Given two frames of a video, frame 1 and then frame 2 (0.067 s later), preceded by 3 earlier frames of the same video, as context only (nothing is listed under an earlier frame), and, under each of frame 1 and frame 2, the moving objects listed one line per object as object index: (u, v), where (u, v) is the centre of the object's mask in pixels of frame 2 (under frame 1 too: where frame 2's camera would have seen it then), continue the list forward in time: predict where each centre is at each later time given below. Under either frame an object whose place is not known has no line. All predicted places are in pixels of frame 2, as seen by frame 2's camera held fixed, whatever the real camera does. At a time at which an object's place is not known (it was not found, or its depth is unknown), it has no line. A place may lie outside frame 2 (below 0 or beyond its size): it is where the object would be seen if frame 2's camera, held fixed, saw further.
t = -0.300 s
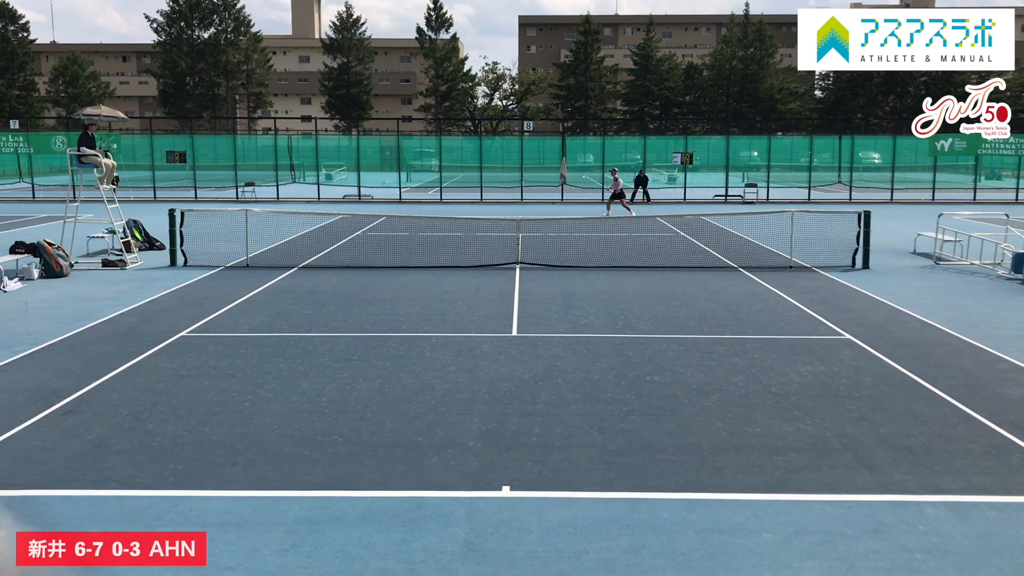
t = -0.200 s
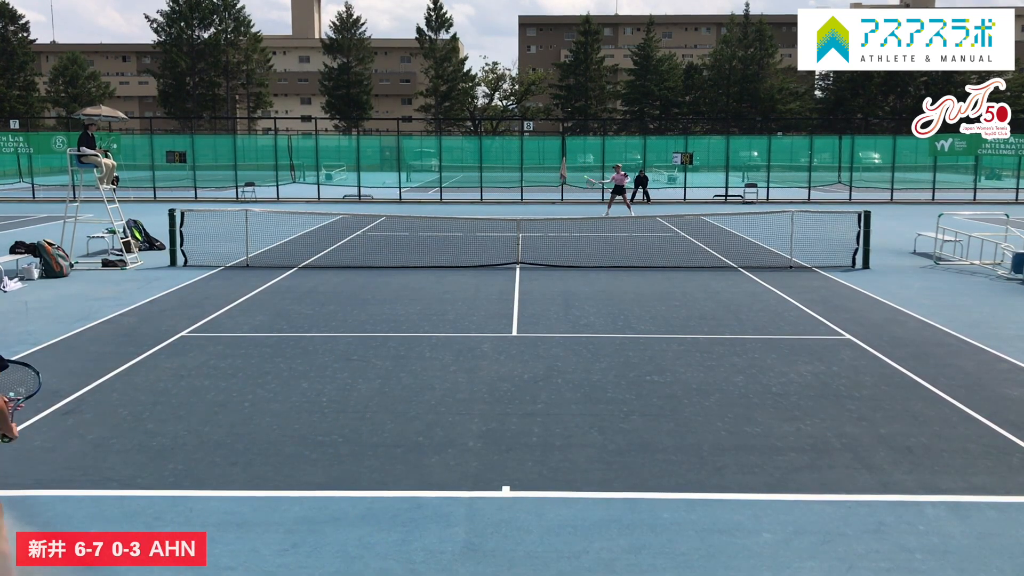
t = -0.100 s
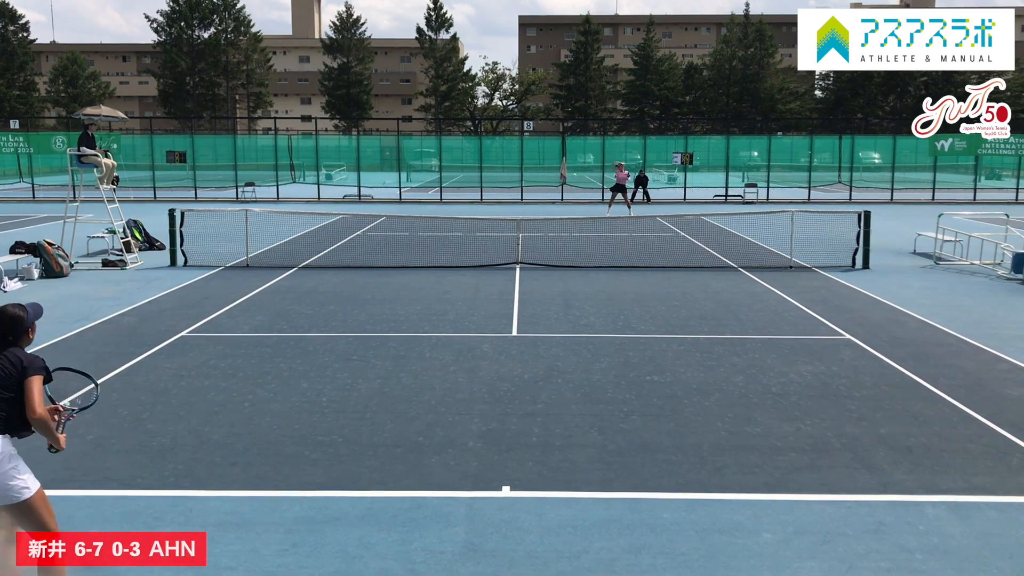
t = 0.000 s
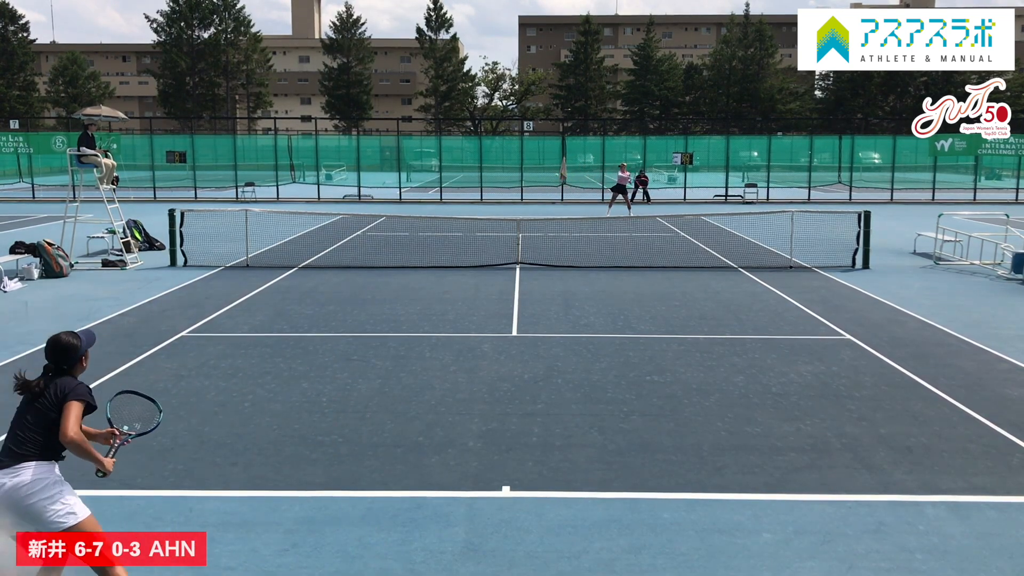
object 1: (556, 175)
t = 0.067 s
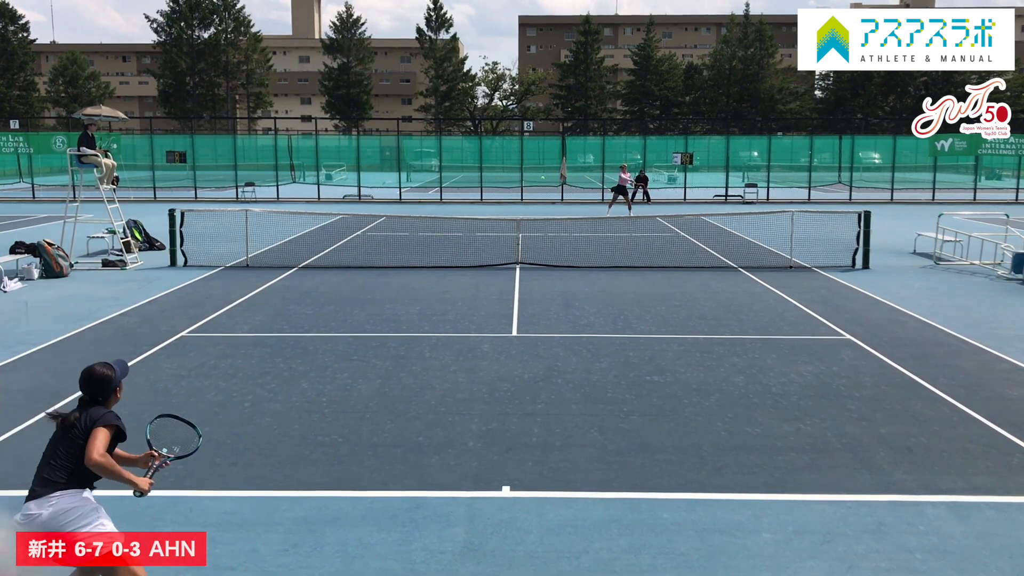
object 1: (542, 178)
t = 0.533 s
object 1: (365, 303)
